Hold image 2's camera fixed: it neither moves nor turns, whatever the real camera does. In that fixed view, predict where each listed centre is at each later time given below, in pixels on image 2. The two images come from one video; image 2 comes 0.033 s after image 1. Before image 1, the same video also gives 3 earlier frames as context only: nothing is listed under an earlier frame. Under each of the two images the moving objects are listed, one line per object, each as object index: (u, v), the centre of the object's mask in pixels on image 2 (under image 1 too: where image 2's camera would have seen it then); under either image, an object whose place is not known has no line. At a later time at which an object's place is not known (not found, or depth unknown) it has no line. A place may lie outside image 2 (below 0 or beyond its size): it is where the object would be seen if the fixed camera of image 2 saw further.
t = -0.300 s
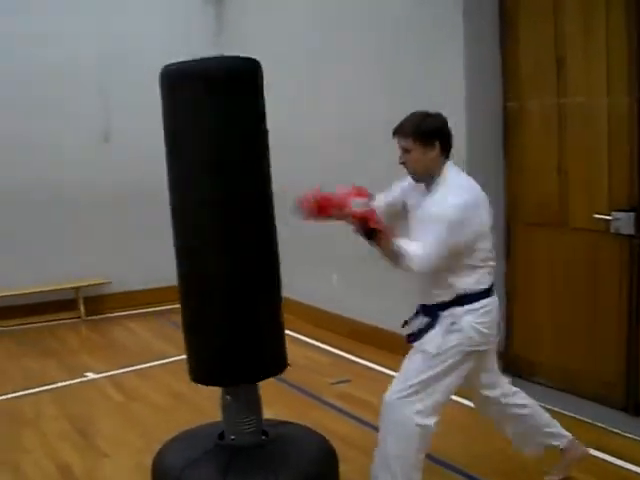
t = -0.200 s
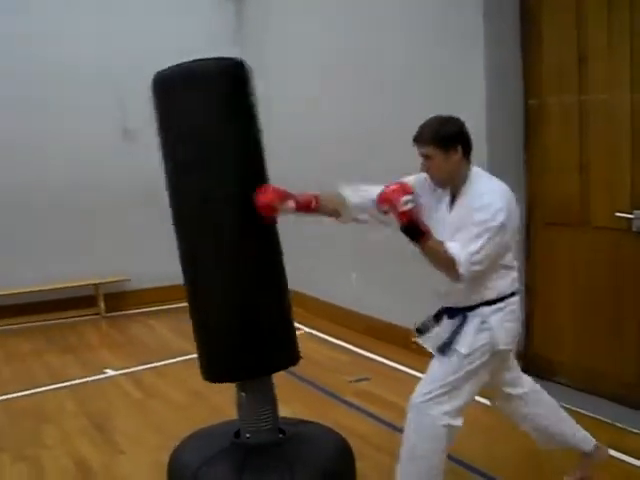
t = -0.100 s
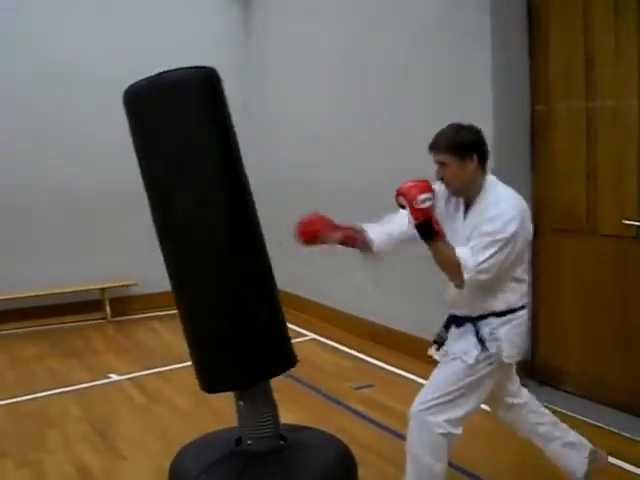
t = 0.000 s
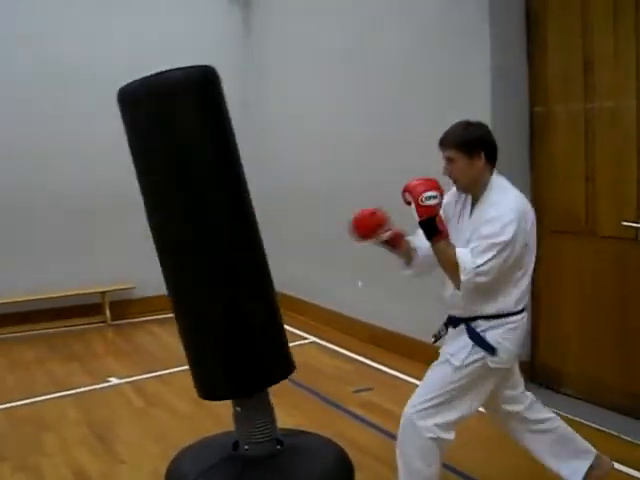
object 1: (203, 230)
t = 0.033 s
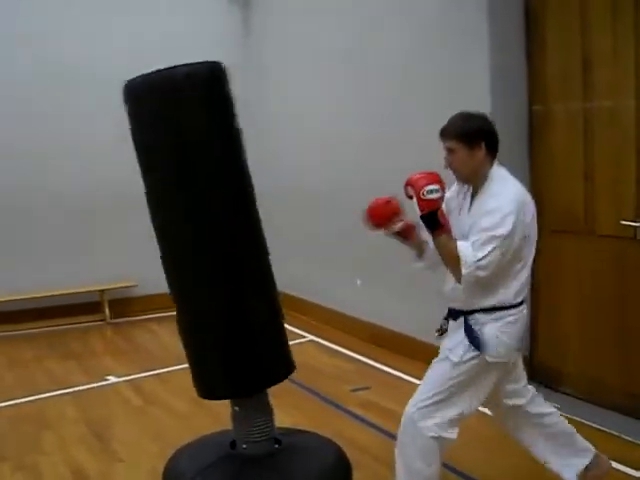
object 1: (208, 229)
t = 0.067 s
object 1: (216, 228)
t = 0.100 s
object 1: (225, 227)
